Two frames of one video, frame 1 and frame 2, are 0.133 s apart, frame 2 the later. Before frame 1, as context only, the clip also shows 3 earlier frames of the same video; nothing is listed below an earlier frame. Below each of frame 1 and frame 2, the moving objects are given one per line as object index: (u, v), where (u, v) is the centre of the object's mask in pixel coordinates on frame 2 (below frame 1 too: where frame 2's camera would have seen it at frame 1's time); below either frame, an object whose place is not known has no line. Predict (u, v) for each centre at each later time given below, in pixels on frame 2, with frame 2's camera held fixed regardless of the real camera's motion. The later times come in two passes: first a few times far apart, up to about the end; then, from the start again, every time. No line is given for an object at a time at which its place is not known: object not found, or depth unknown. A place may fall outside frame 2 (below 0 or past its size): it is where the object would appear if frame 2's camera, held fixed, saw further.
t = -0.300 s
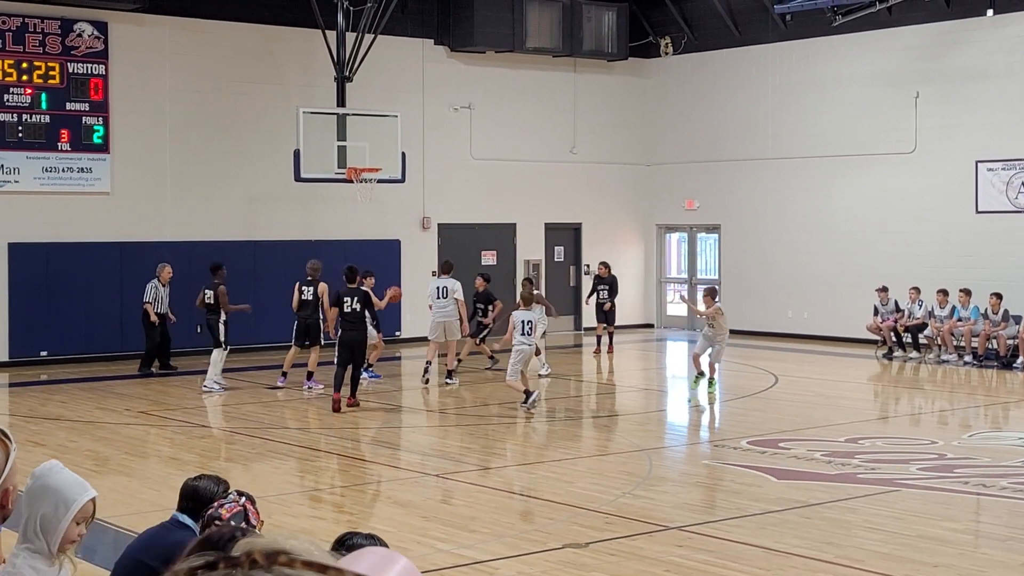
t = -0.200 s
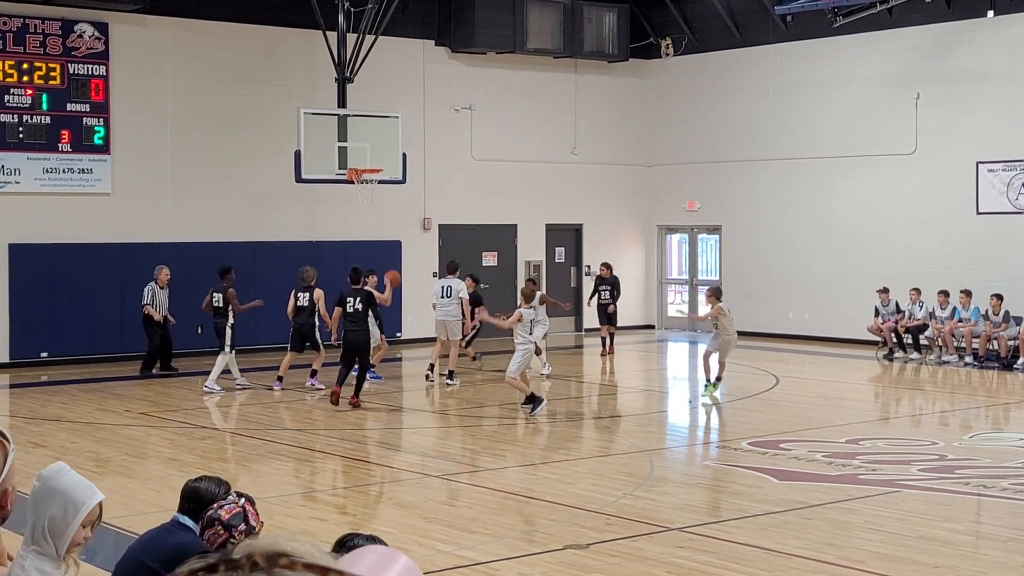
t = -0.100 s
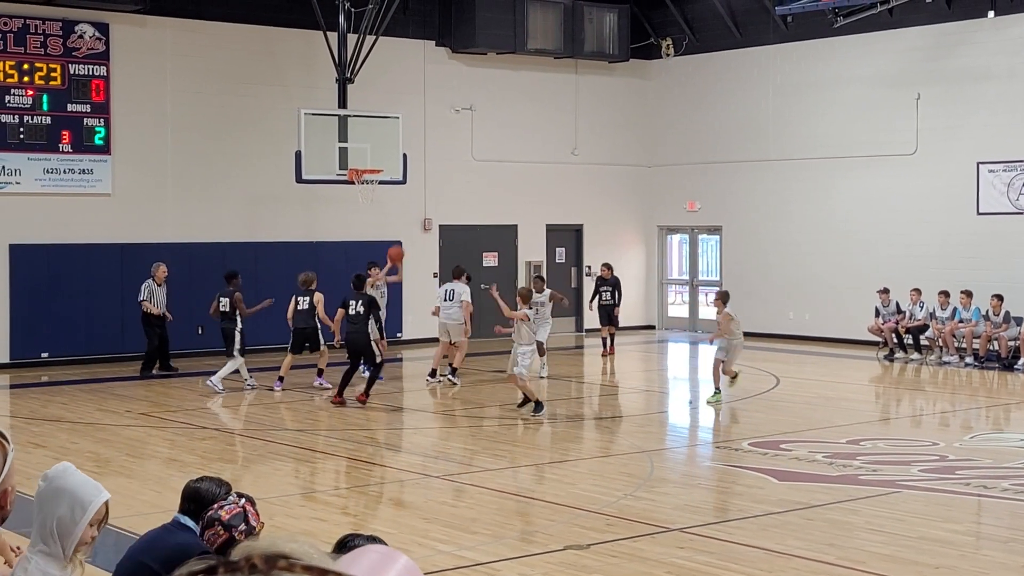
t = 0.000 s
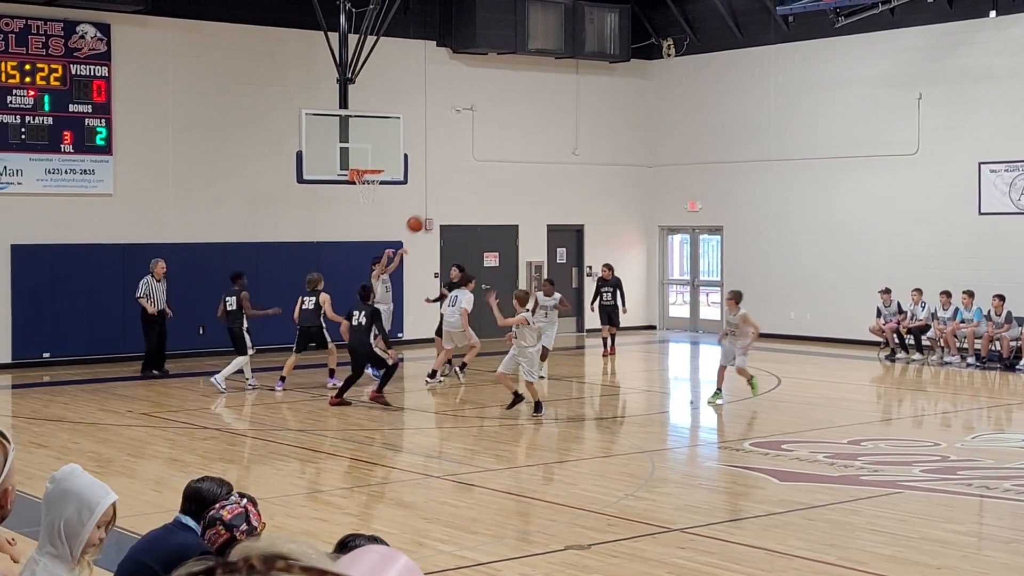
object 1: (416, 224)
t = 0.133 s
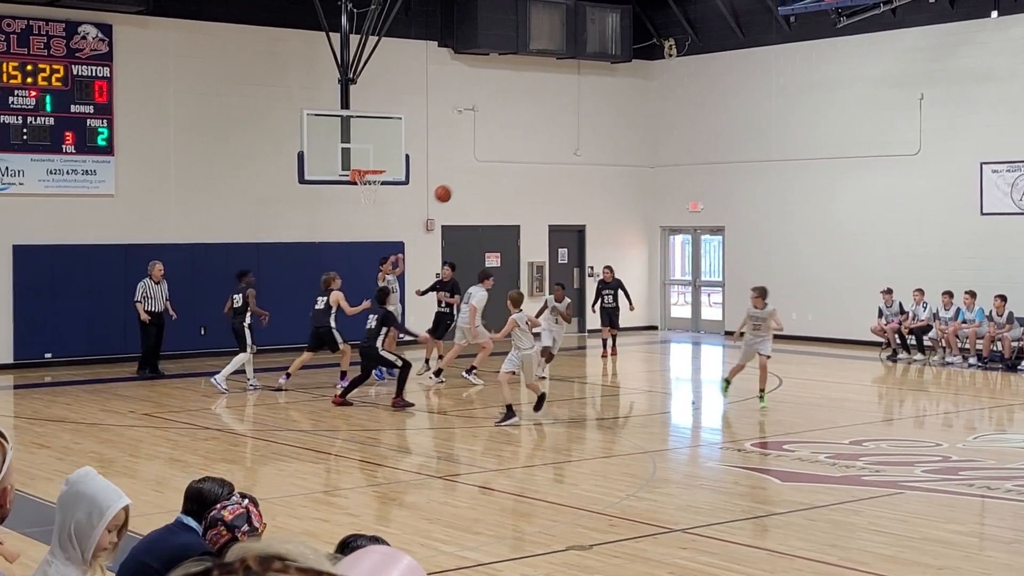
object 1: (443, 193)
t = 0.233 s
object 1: (464, 178)
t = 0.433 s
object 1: (511, 166)
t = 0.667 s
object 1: (571, 195)
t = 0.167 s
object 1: (450, 187)
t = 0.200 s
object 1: (457, 182)
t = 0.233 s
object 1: (464, 178)
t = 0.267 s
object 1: (472, 174)
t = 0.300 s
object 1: (479, 171)
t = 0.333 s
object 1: (487, 168)
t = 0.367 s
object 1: (495, 166)
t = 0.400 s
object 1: (503, 166)
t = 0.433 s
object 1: (511, 166)
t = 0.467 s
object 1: (519, 168)
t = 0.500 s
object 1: (527, 170)
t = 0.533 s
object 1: (535, 173)
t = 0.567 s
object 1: (544, 177)
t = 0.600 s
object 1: (553, 182)
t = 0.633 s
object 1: (562, 188)
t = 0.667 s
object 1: (571, 195)
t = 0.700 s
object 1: (580, 203)
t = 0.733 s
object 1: (590, 213)
